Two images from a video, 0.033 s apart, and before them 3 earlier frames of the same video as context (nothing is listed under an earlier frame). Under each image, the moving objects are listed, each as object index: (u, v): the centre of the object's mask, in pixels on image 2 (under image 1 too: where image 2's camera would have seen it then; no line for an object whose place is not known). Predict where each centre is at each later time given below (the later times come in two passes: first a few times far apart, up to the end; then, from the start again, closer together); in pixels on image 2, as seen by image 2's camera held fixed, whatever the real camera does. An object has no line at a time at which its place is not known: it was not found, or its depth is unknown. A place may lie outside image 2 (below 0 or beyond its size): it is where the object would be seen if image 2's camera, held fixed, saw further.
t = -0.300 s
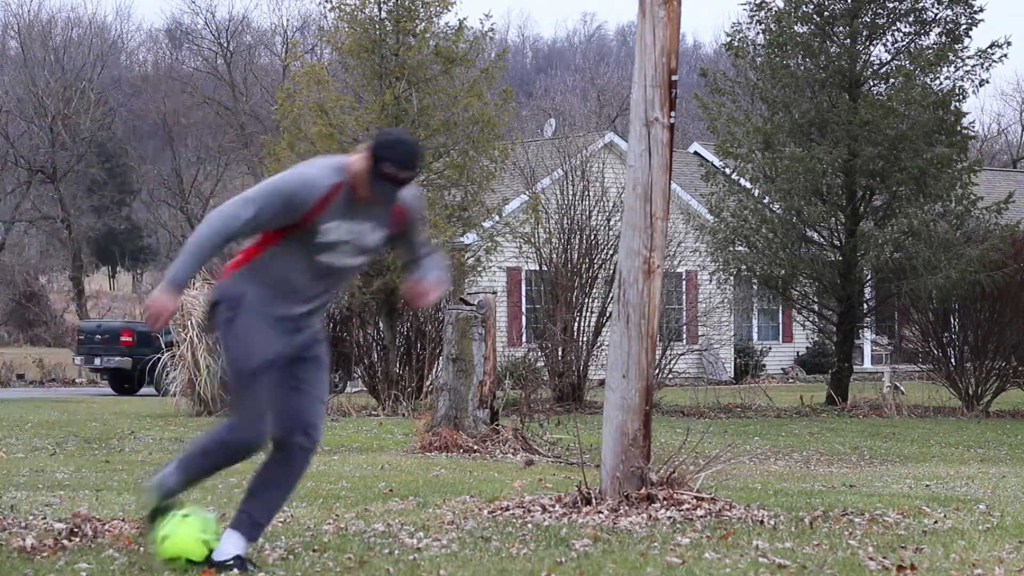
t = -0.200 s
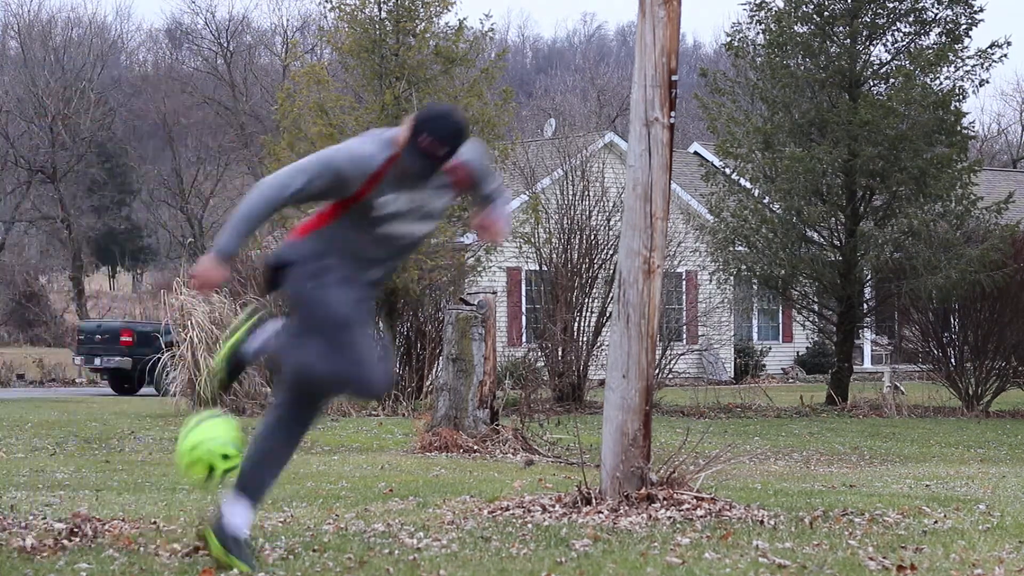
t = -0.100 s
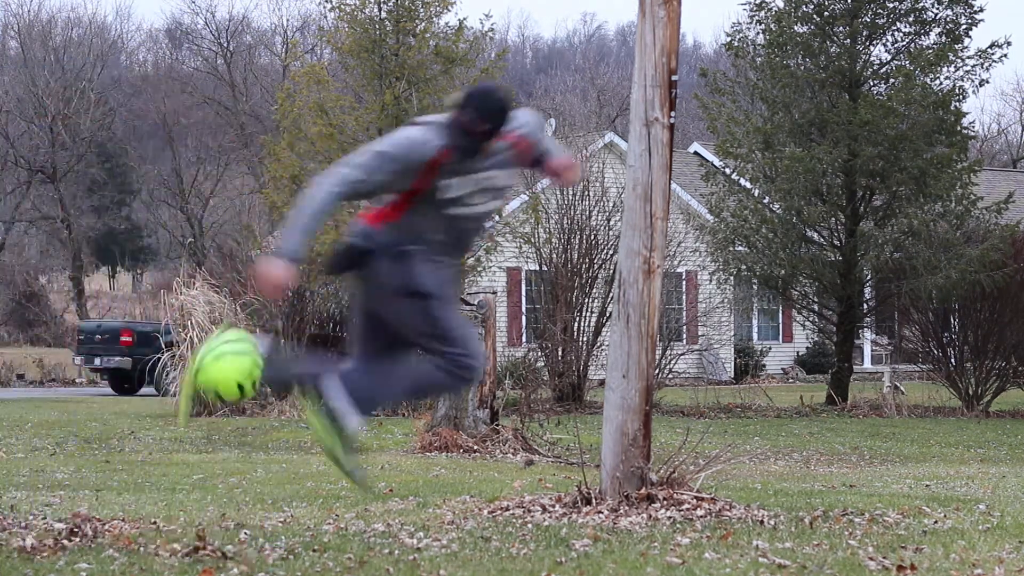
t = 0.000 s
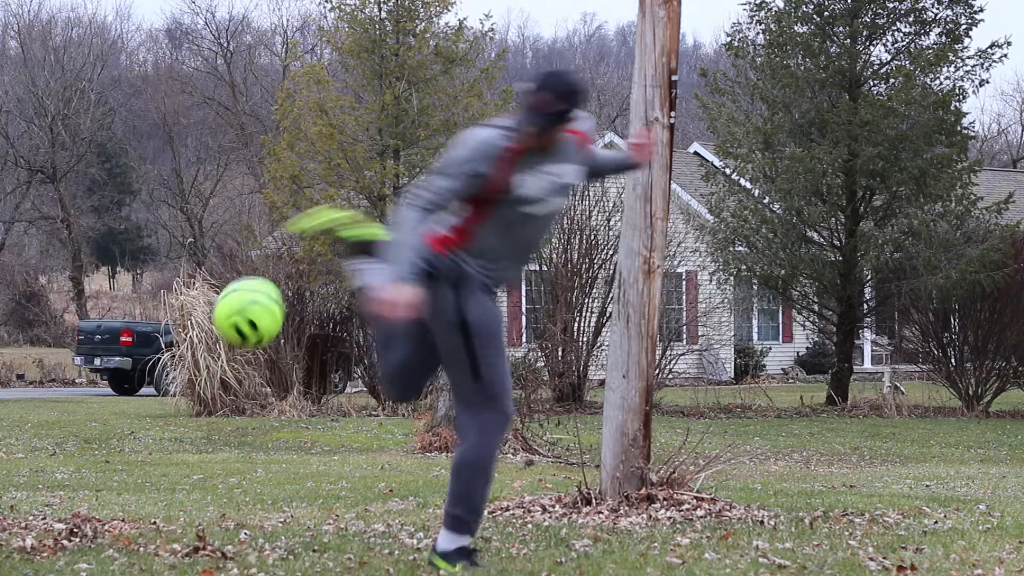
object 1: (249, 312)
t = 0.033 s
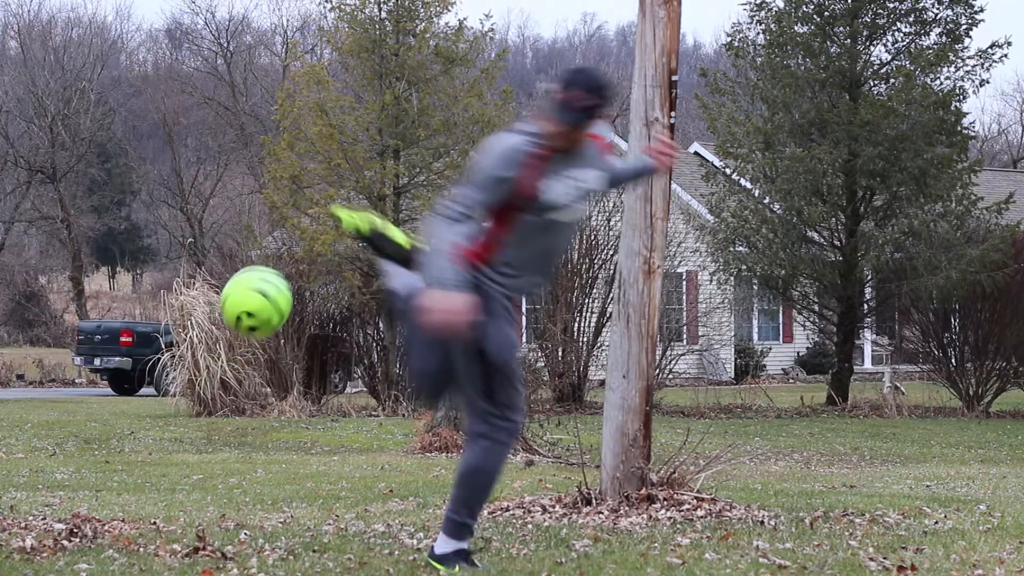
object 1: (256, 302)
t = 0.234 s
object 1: (302, 302)
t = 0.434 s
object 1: (349, 434)
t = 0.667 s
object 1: (454, 503)
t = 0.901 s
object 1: (598, 529)
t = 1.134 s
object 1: (750, 553)
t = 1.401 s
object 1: (914, 555)
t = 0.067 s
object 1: (263, 293)
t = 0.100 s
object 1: (271, 289)
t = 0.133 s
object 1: (279, 287)
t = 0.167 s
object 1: (288, 288)
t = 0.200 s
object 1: (295, 293)
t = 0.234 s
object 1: (302, 302)
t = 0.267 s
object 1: (310, 314)
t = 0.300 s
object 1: (318, 330)
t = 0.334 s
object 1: (325, 350)
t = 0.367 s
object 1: (333, 372)
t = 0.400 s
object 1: (341, 401)
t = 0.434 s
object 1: (349, 434)
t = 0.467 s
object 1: (358, 472)
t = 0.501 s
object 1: (367, 517)
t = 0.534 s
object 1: (377, 549)
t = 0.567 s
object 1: (397, 543)
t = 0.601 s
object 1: (416, 530)
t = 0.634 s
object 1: (436, 514)
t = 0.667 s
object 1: (454, 503)
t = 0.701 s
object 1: (474, 495)
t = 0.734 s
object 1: (495, 491)
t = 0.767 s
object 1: (515, 491)
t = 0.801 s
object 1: (536, 496)
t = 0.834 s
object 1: (556, 502)
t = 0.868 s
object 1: (577, 514)
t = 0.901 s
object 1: (598, 529)
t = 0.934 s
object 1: (621, 544)
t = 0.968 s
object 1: (644, 554)
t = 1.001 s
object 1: (665, 551)
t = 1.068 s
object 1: (707, 548)
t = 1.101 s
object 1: (729, 550)
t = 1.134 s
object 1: (750, 553)
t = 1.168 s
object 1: (772, 553)
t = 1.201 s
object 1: (792, 553)
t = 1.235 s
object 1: (813, 553)
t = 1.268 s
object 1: (834, 553)
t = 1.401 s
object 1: (914, 555)
